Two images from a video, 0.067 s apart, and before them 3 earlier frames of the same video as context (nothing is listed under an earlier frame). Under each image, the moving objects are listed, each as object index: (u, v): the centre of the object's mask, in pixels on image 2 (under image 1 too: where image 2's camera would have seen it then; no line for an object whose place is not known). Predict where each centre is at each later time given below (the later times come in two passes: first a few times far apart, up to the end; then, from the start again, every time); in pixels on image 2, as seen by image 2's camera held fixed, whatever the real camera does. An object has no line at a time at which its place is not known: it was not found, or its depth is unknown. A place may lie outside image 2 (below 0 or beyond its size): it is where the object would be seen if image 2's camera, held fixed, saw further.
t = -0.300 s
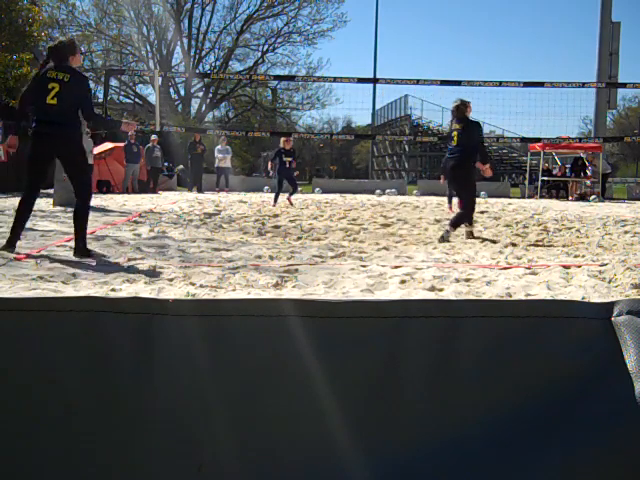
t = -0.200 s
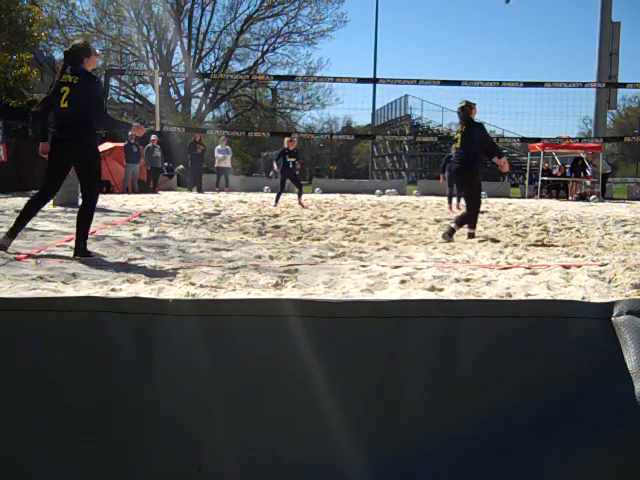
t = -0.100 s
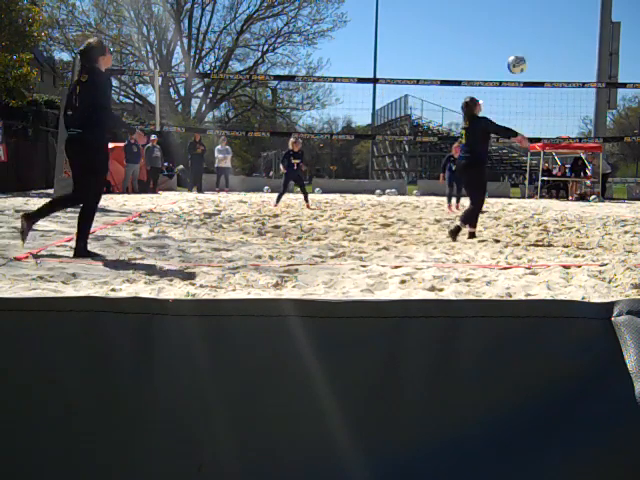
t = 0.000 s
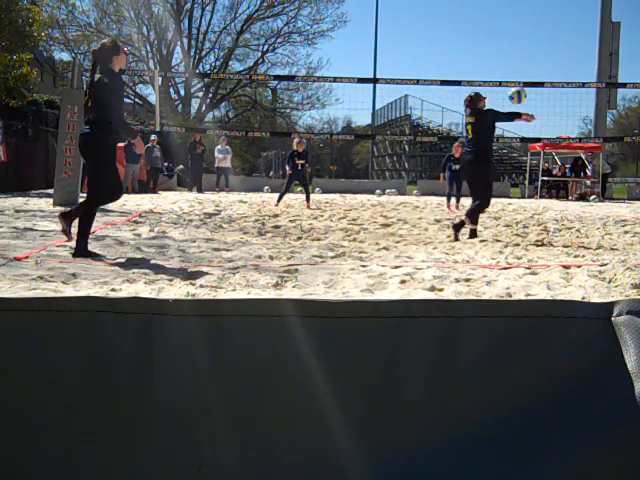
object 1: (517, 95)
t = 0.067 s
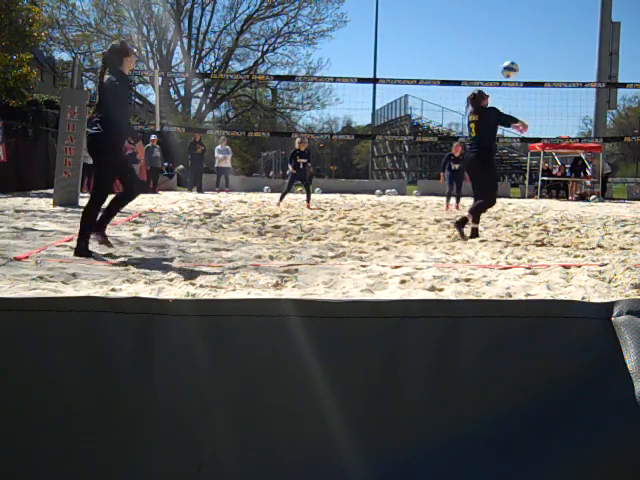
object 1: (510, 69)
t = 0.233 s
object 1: (492, 27)
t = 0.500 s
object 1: (470, 12)
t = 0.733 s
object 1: (453, 37)
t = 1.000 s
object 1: (437, 98)
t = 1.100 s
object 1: (431, 129)
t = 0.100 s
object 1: (506, 58)
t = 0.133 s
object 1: (503, 49)
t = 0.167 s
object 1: (499, 40)
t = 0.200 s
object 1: (495, 33)
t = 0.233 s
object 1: (492, 27)
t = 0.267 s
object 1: (489, 21)
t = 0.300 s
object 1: (486, 18)
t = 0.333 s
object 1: (483, 15)
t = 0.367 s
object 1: (480, 12)
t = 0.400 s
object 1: (478, 11)
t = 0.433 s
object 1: (475, 11)
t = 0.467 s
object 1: (472, 10)
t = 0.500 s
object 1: (470, 12)
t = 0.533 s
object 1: (467, 13)
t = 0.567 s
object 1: (465, 16)
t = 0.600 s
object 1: (463, 19)
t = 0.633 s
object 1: (460, 23)
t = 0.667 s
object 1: (458, 27)
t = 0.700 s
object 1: (456, 31)
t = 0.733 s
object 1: (453, 37)
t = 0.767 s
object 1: (451, 43)
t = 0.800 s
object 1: (449, 50)
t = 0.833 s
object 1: (447, 57)
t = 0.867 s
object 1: (445, 65)
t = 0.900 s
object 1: (443, 72)
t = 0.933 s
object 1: (441, 78)
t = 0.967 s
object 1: (439, 90)
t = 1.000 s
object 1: (437, 98)
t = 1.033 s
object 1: (436, 109)
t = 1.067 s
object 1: (434, 119)
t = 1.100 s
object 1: (431, 129)
